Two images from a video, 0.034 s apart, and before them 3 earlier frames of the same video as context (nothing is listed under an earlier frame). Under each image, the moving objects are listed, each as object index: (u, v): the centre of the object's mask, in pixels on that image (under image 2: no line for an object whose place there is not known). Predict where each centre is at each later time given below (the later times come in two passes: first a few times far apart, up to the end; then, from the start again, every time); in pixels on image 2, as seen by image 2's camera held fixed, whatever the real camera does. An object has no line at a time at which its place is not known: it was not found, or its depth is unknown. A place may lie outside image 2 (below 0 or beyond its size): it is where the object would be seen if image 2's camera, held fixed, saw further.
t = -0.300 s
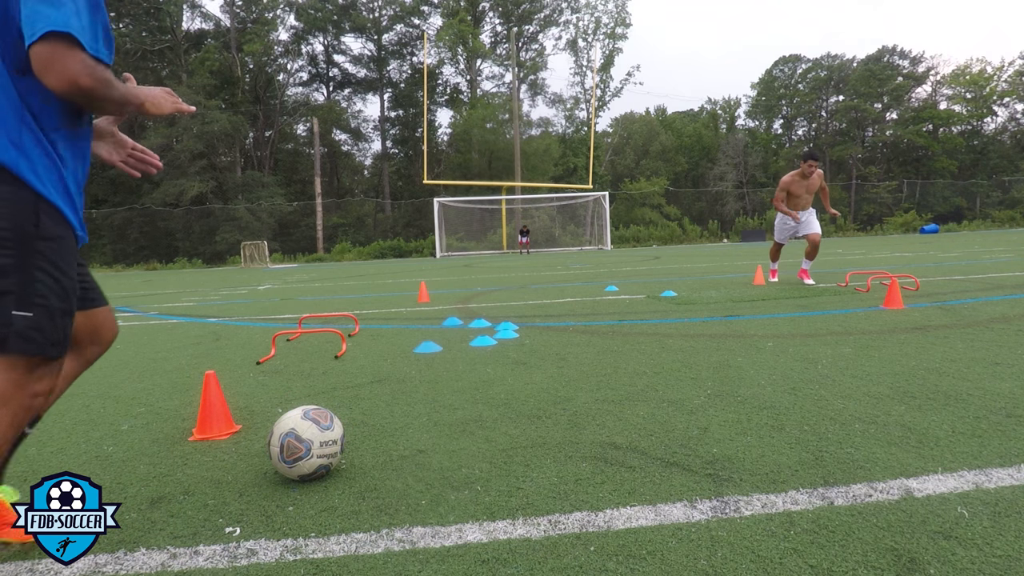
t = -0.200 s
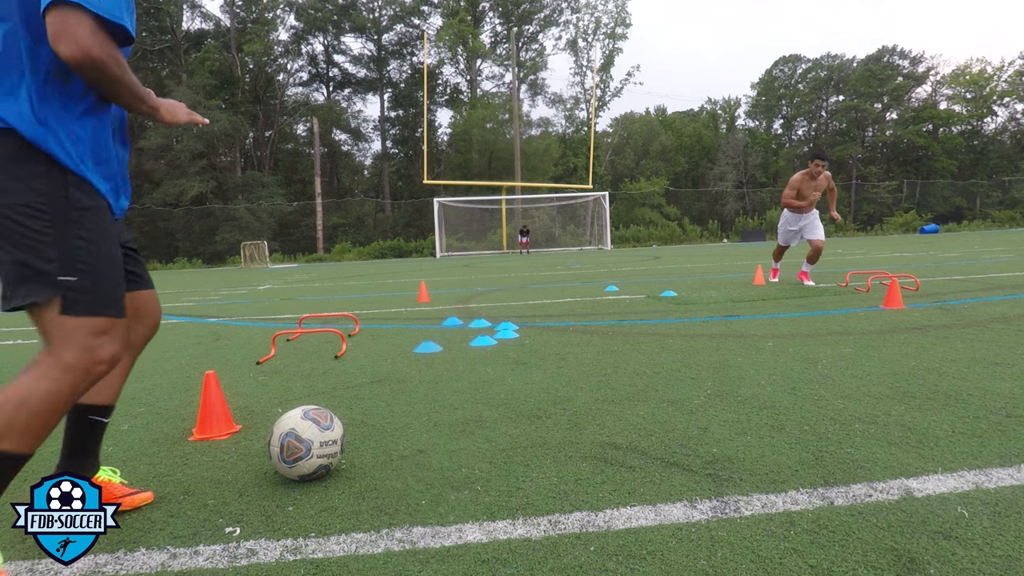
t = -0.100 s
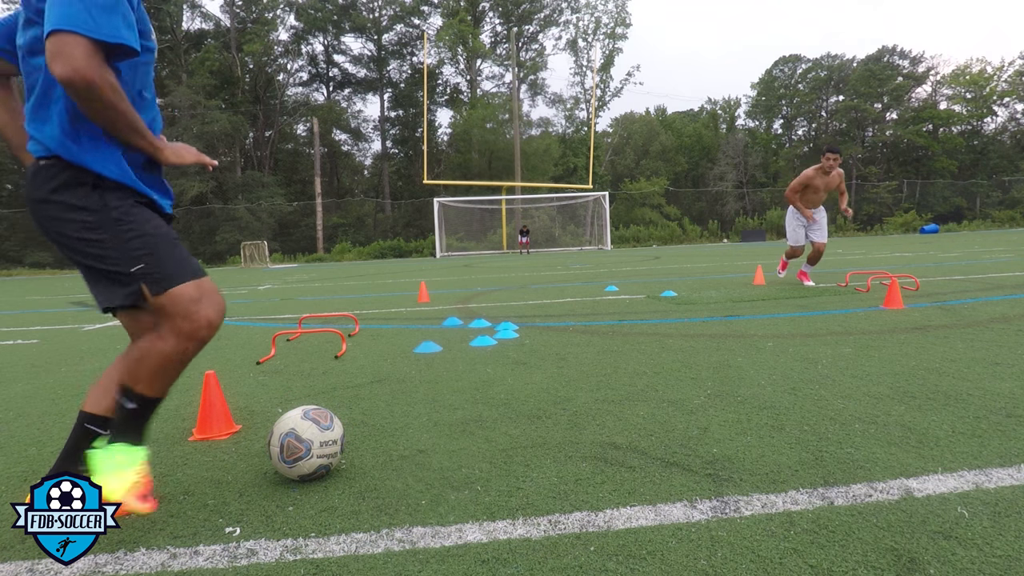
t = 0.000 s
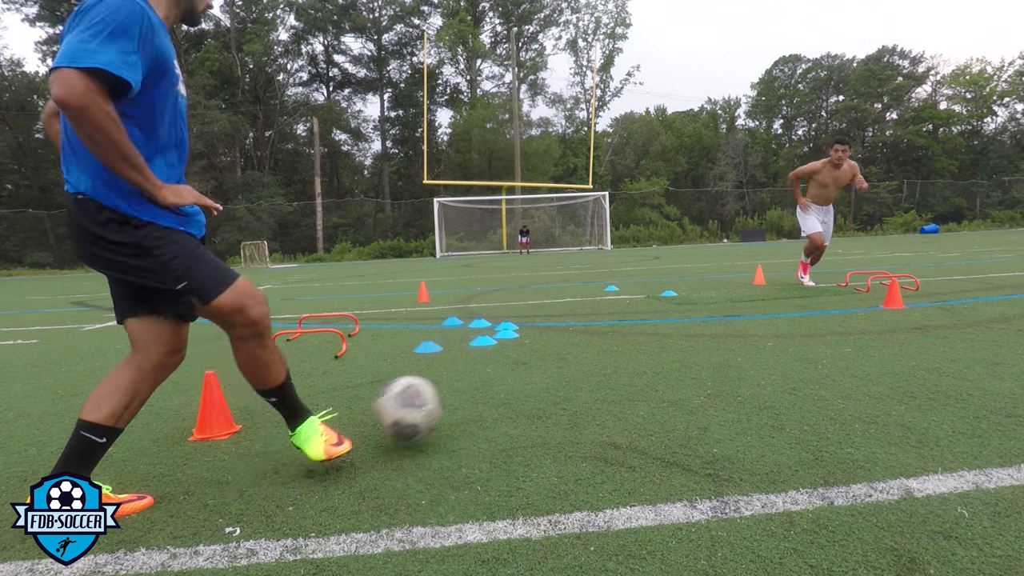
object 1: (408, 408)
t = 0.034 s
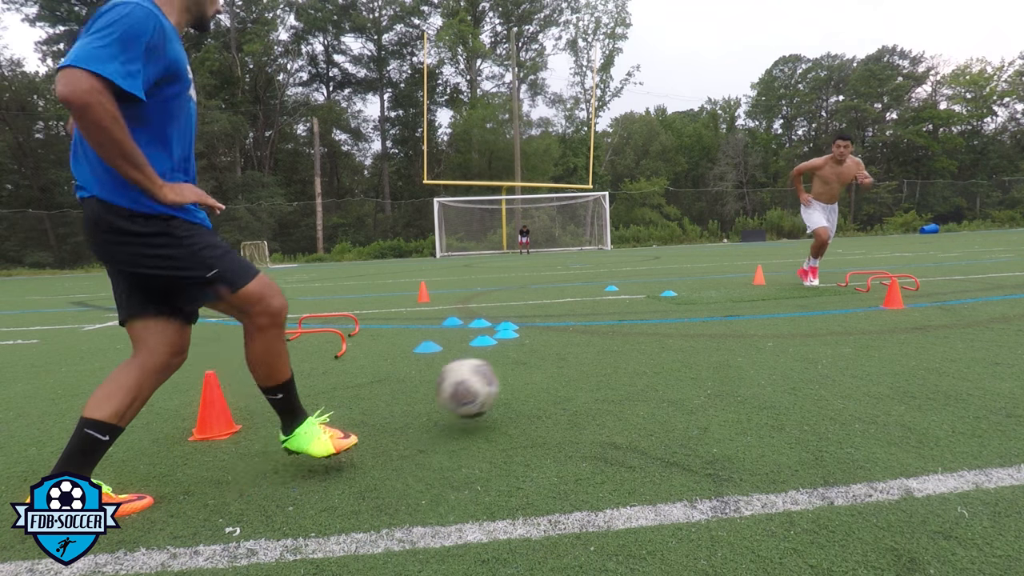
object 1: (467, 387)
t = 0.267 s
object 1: (722, 331)
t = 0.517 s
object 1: (834, 303)
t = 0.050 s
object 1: (494, 379)
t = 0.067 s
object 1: (519, 372)
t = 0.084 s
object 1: (543, 366)
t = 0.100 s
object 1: (566, 361)
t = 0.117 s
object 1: (587, 357)
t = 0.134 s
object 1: (606, 354)
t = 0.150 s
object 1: (625, 351)
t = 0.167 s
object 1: (642, 350)
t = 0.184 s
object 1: (659, 350)
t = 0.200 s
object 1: (675, 349)
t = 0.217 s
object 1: (689, 347)
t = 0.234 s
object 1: (700, 342)
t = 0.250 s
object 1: (711, 336)
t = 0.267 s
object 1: (722, 331)
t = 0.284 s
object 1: (731, 328)
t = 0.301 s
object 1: (741, 325)
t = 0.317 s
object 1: (750, 322)
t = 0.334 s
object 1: (759, 320)
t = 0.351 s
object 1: (768, 319)
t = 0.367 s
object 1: (776, 318)
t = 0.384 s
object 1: (784, 318)
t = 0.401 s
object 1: (792, 318)
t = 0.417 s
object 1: (799, 318)
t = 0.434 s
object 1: (804, 315)
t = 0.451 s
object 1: (812, 311)
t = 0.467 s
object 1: (817, 308)
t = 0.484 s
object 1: (823, 306)
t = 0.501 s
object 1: (829, 305)
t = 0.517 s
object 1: (834, 303)
